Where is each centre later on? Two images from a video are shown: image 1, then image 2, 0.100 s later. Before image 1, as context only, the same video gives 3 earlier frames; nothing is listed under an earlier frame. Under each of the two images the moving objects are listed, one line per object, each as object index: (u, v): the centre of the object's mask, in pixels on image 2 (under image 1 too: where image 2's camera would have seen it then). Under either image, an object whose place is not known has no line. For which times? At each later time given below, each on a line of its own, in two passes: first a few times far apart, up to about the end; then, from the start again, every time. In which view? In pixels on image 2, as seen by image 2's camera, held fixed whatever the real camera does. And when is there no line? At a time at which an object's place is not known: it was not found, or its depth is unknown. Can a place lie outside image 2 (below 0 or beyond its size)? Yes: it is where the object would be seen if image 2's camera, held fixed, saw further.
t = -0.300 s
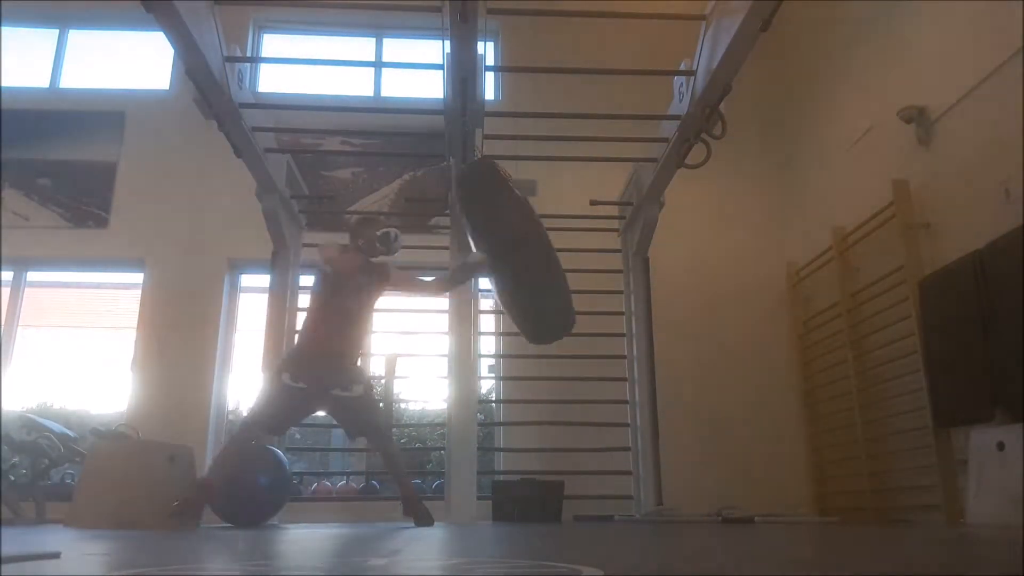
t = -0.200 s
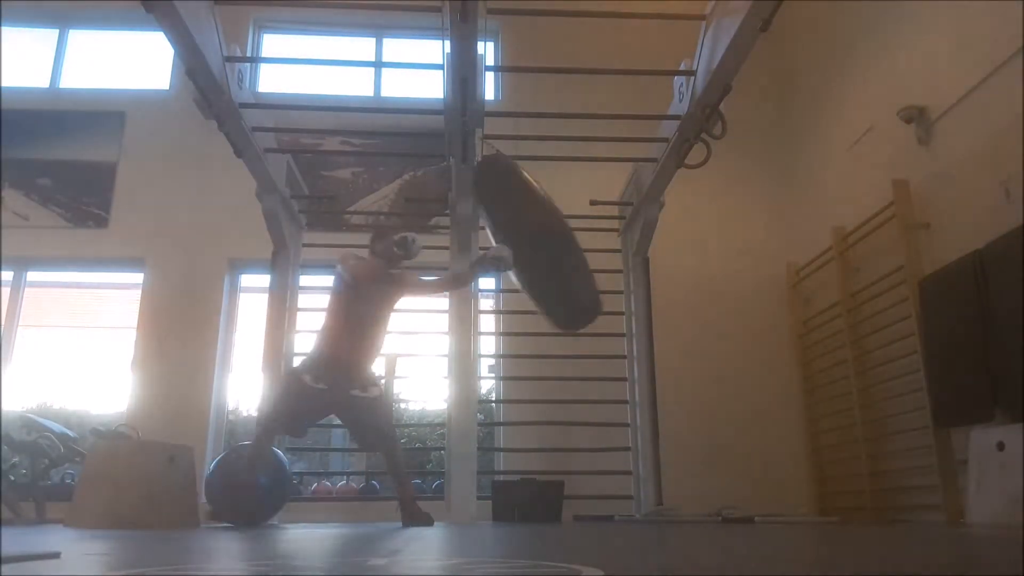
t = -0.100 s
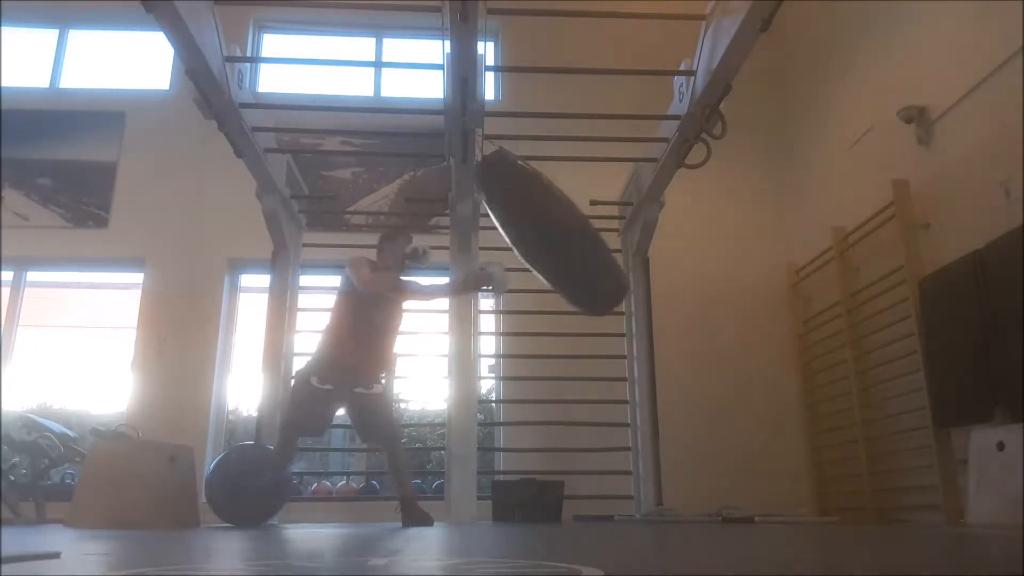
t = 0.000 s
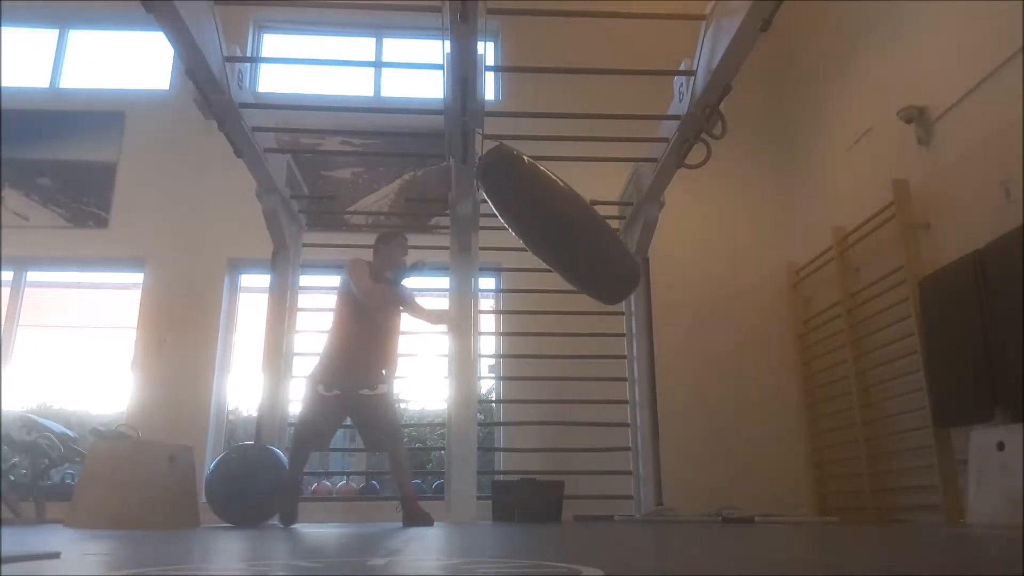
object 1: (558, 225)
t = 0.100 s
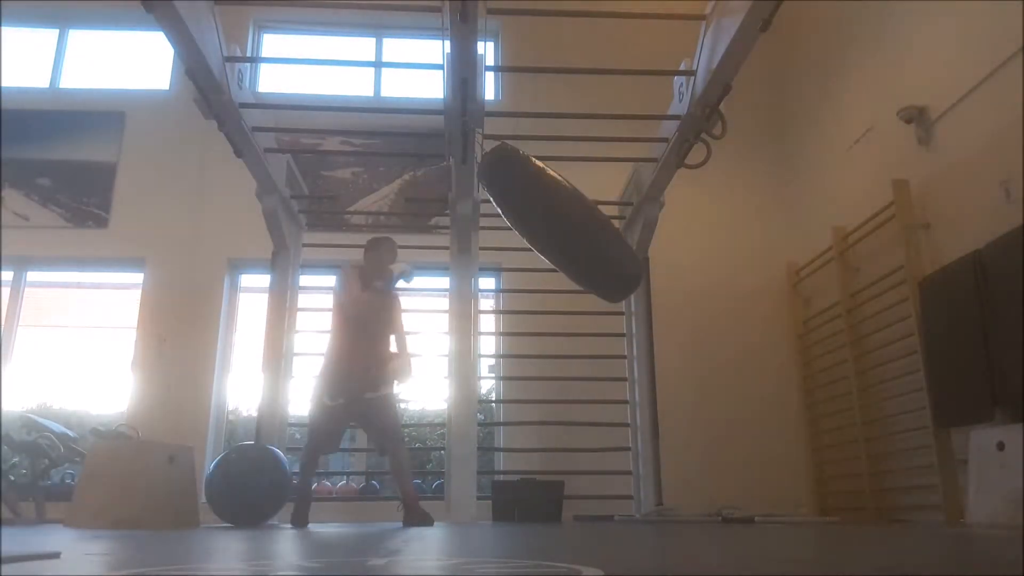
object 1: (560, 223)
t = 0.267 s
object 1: (551, 233)
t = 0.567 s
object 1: (485, 261)
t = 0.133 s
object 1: (560, 225)
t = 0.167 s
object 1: (559, 226)
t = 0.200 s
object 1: (558, 228)
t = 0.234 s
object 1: (555, 231)
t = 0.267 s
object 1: (551, 233)
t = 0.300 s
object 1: (547, 237)
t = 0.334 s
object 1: (542, 240)
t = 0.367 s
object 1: (536, 243)
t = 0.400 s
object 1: (529, 247)
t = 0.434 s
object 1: (522, 250)
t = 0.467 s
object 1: (514, 253)
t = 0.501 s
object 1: (504, 256)
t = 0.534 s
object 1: (493, 259)
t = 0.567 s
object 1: (485, 261)
